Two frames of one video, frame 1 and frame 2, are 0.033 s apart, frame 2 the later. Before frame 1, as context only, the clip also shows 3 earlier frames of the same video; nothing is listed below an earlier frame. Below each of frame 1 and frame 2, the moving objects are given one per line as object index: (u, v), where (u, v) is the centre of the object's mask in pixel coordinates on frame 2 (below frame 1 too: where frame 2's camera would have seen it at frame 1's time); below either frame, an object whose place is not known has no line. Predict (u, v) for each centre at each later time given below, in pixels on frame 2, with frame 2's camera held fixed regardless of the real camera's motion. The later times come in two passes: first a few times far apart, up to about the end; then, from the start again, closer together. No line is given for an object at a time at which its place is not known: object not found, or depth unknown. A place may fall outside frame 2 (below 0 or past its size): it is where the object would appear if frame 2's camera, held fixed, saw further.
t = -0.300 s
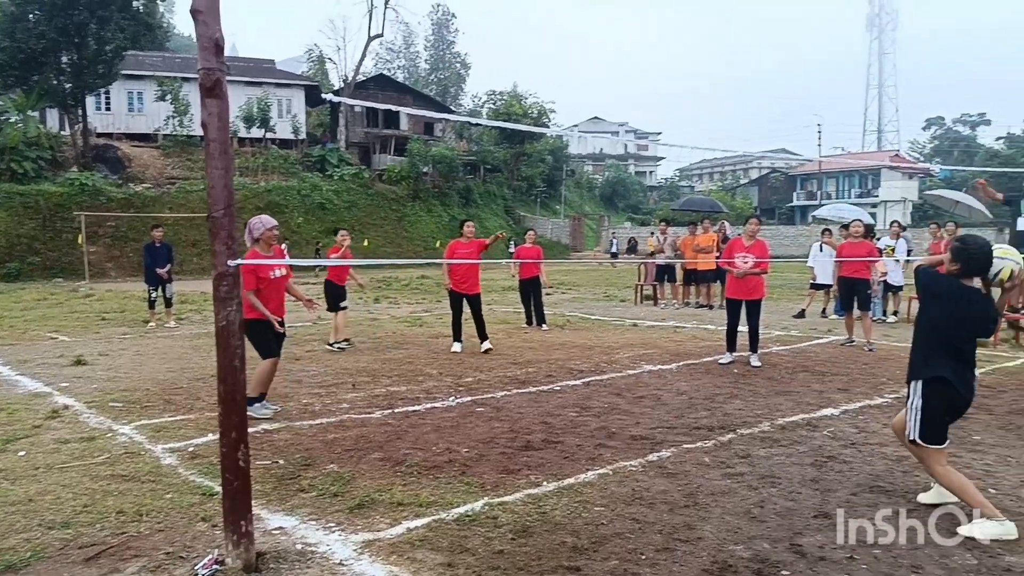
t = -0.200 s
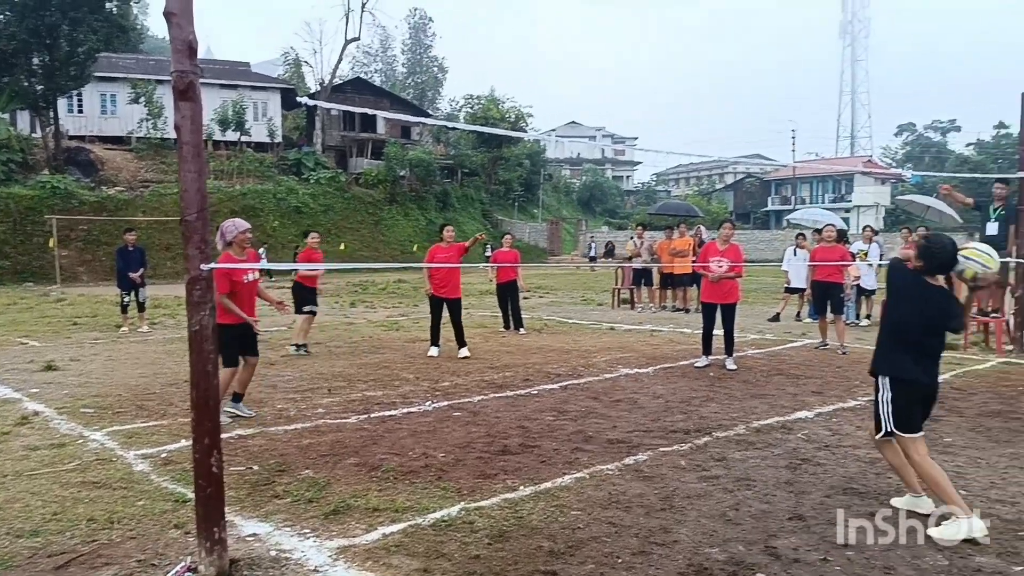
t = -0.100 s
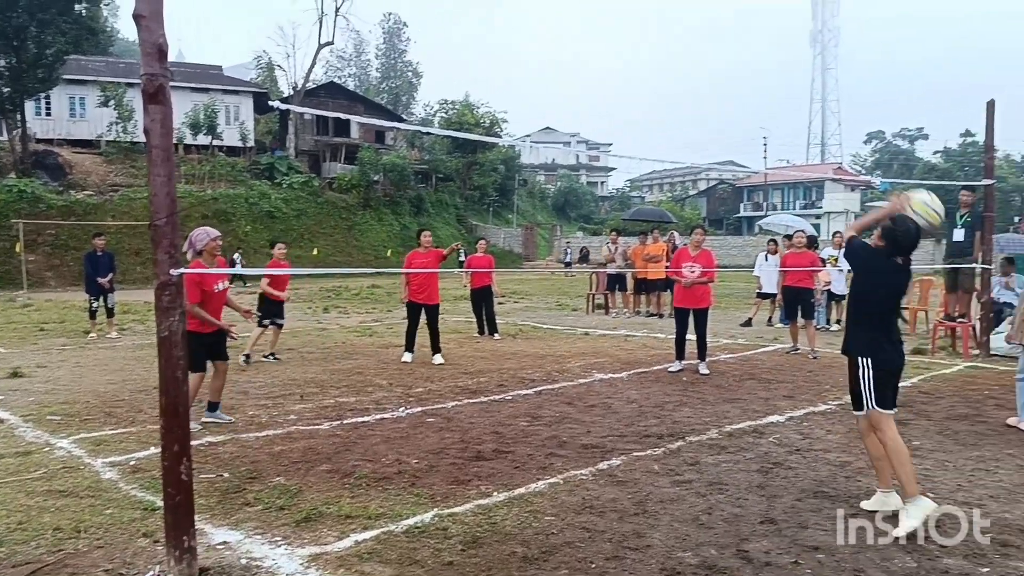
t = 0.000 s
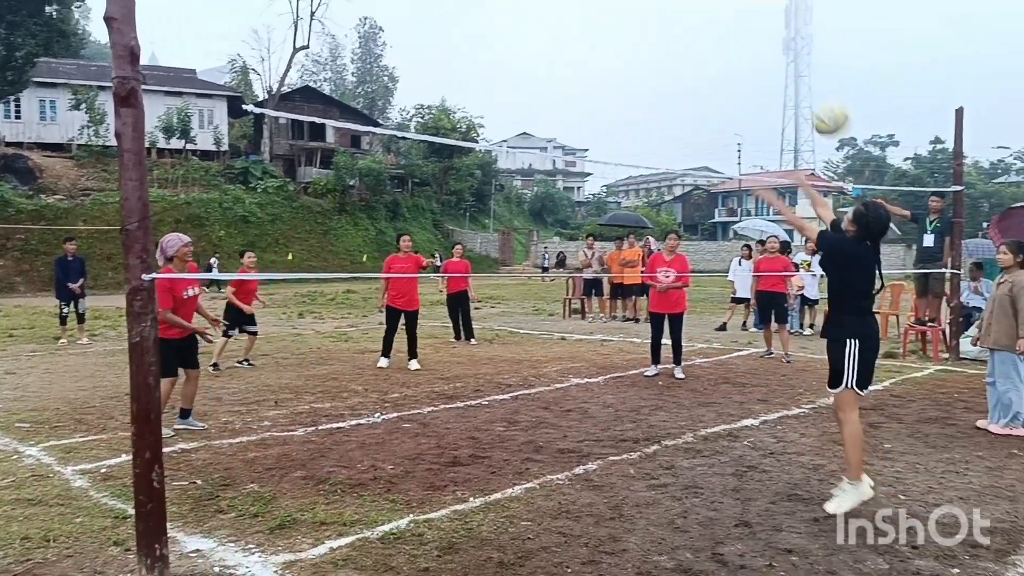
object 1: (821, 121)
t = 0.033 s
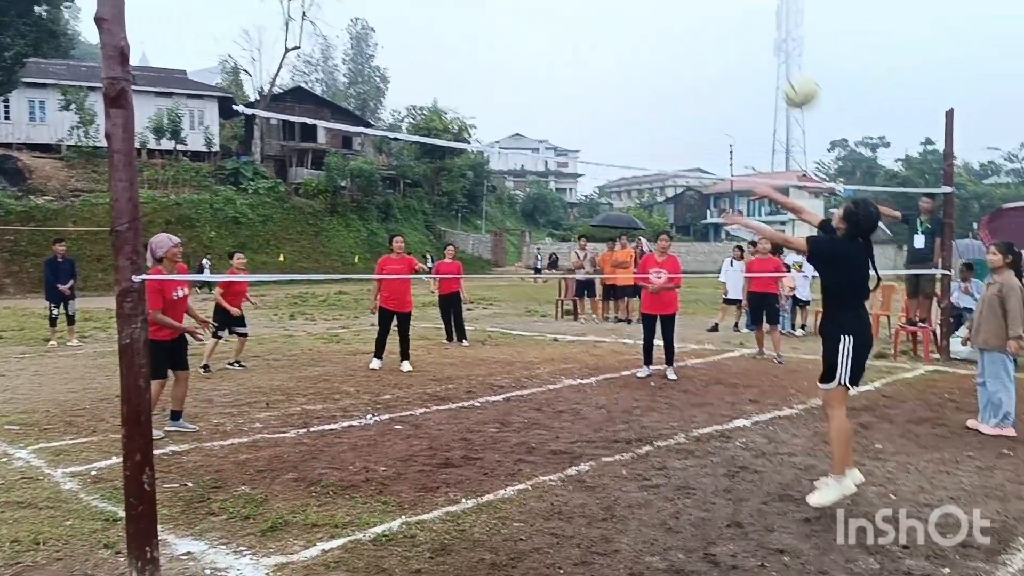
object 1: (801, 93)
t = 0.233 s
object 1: (696, 0)
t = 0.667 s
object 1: (546, -10)
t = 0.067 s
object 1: (782, 68)
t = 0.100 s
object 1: (763, 47)
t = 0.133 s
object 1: (744, 28)
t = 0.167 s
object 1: (727, 13)
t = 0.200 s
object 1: (711, 5)
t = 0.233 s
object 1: (696, 0)
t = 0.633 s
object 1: (555, -18)
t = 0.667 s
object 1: (546, -10)
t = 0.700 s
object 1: (538, -2)
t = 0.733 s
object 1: (529, 8)
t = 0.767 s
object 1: (521, 18)
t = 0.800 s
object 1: (514, 29)
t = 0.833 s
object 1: (506, 40)
